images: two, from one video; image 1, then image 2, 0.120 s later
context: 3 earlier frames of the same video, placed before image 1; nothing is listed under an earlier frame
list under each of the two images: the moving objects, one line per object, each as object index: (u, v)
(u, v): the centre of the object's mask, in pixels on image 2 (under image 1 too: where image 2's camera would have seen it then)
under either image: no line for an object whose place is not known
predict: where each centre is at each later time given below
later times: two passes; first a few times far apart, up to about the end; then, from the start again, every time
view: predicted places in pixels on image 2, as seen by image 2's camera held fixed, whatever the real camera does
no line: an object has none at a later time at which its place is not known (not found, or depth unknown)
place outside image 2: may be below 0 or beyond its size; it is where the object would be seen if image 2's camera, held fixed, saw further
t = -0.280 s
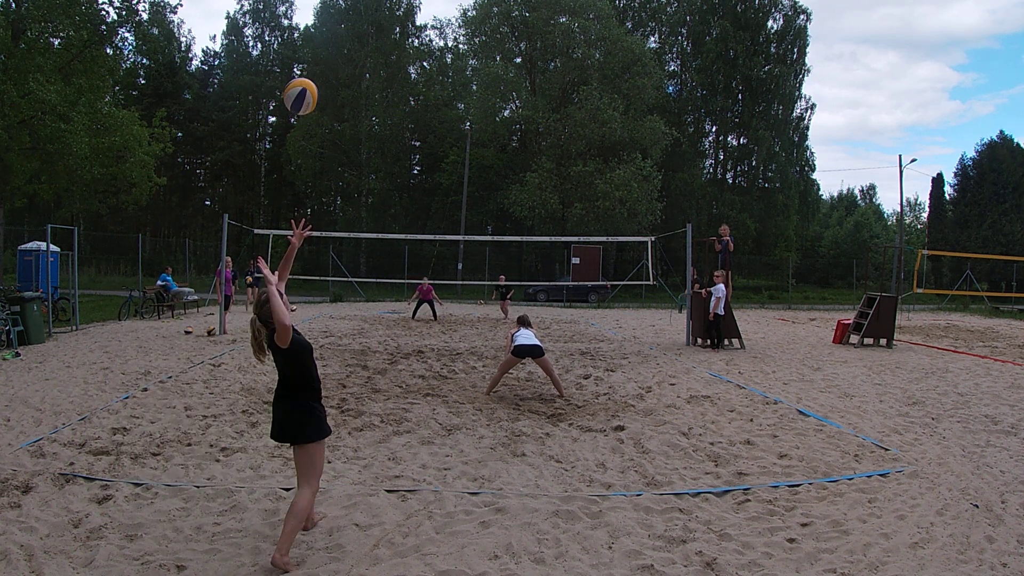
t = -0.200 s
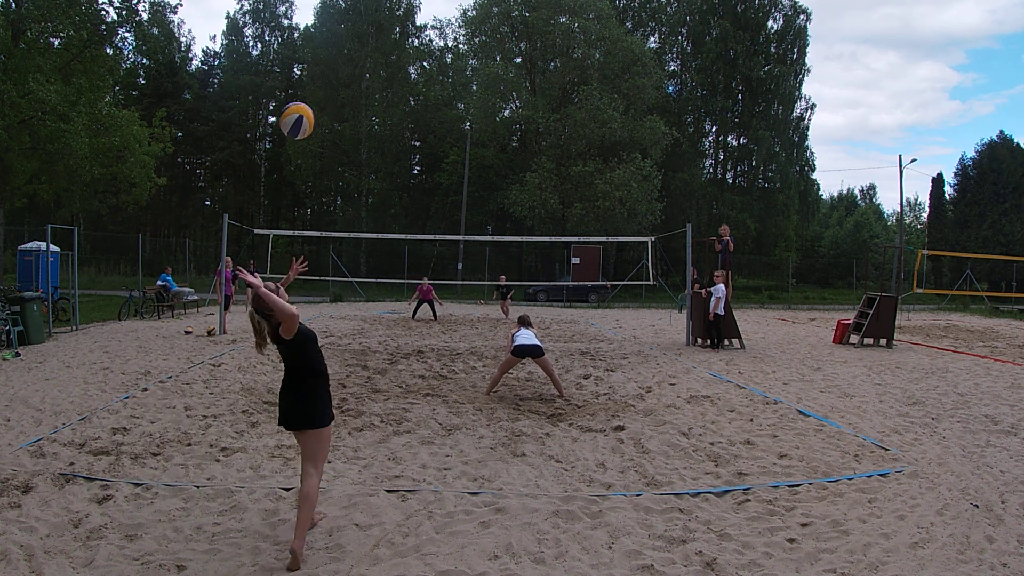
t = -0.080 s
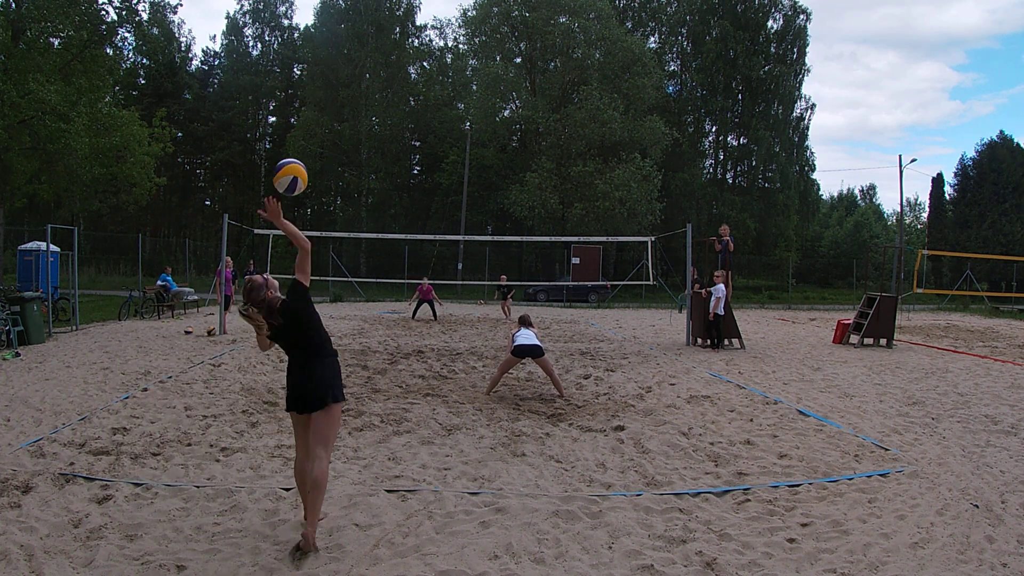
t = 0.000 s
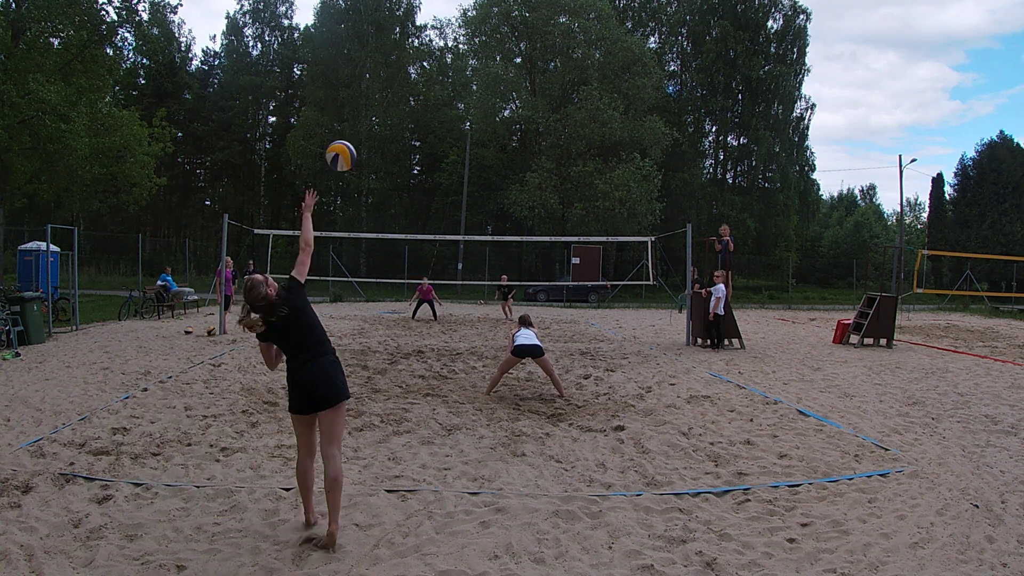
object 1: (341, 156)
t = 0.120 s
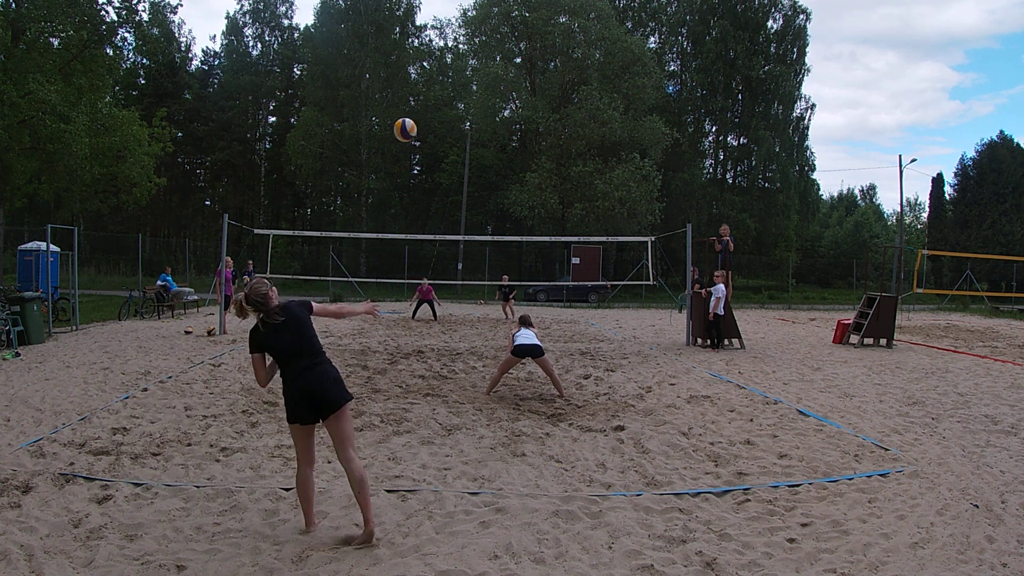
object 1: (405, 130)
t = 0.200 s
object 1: (433, 128)
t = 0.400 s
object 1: (474, 148)
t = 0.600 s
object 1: (495, 186)
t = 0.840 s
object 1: (509, 240)
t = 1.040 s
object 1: (511, 273)
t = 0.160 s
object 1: (420, 128)
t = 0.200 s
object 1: (433, 128)
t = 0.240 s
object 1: (444, 130)
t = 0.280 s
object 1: (453, 133)
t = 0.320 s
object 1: (461, 137)
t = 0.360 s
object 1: (468, 142)
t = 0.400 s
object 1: (474, 148)
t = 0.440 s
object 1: (480, 155)
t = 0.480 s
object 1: (484, 162)
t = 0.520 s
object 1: (488, 170)
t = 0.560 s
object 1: (492, 178)
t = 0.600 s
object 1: (495, 186)
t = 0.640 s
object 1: (498, 194)
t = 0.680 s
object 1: (501, 203)
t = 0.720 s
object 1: (503, 212)
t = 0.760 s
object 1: (505, 222)
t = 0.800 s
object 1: (507, 230)
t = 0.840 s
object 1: (509, 240)
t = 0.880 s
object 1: (511, 248)
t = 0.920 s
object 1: (511, 255)
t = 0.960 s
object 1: (511, 263)
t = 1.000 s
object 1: (511, 270)
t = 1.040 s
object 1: (511, 273)
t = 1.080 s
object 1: (512, 276)
